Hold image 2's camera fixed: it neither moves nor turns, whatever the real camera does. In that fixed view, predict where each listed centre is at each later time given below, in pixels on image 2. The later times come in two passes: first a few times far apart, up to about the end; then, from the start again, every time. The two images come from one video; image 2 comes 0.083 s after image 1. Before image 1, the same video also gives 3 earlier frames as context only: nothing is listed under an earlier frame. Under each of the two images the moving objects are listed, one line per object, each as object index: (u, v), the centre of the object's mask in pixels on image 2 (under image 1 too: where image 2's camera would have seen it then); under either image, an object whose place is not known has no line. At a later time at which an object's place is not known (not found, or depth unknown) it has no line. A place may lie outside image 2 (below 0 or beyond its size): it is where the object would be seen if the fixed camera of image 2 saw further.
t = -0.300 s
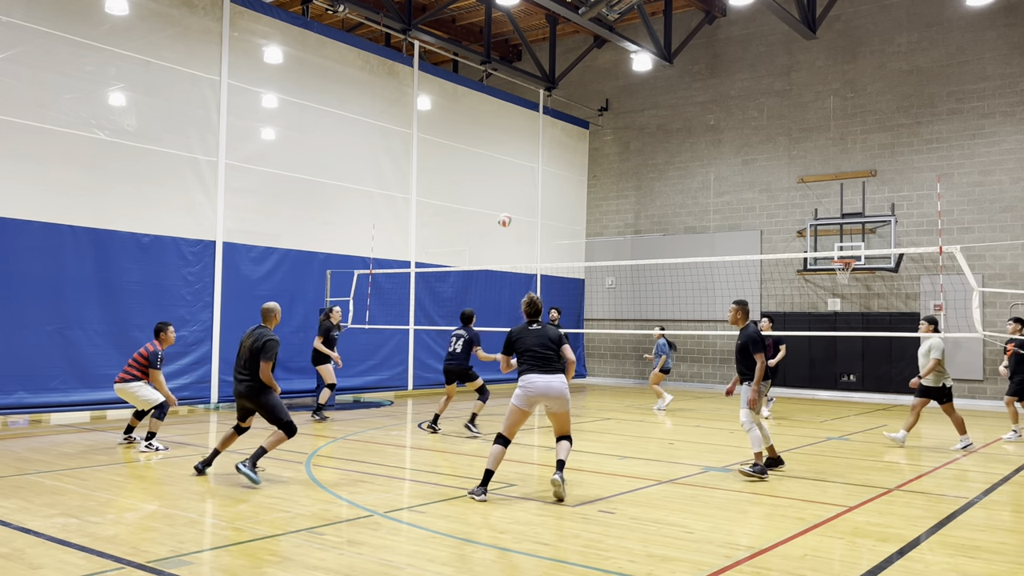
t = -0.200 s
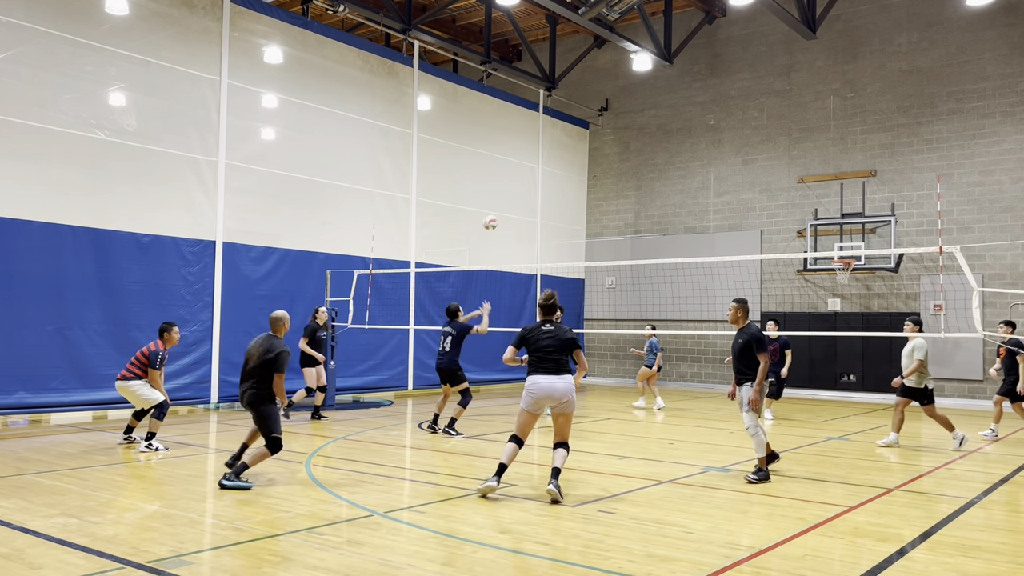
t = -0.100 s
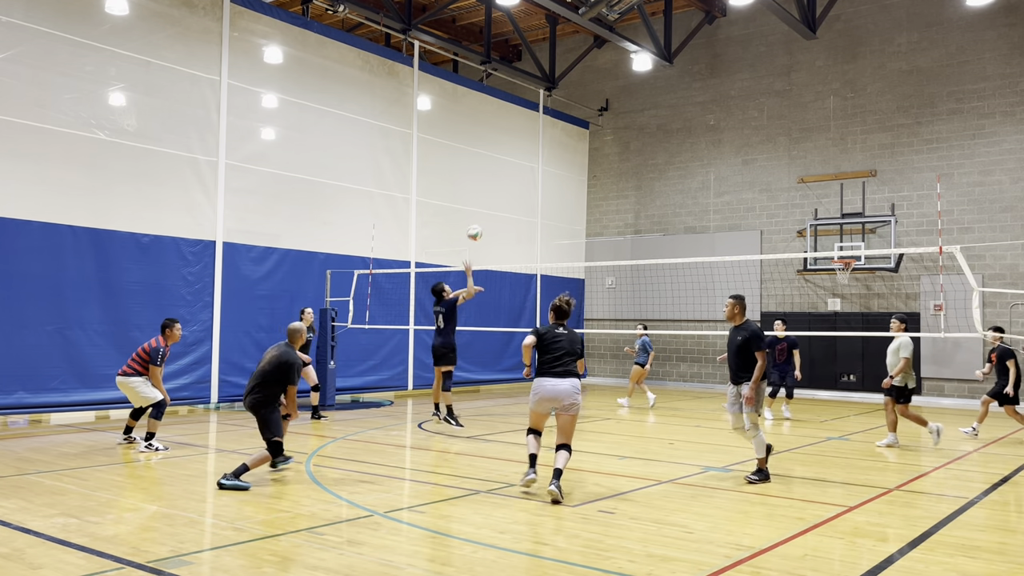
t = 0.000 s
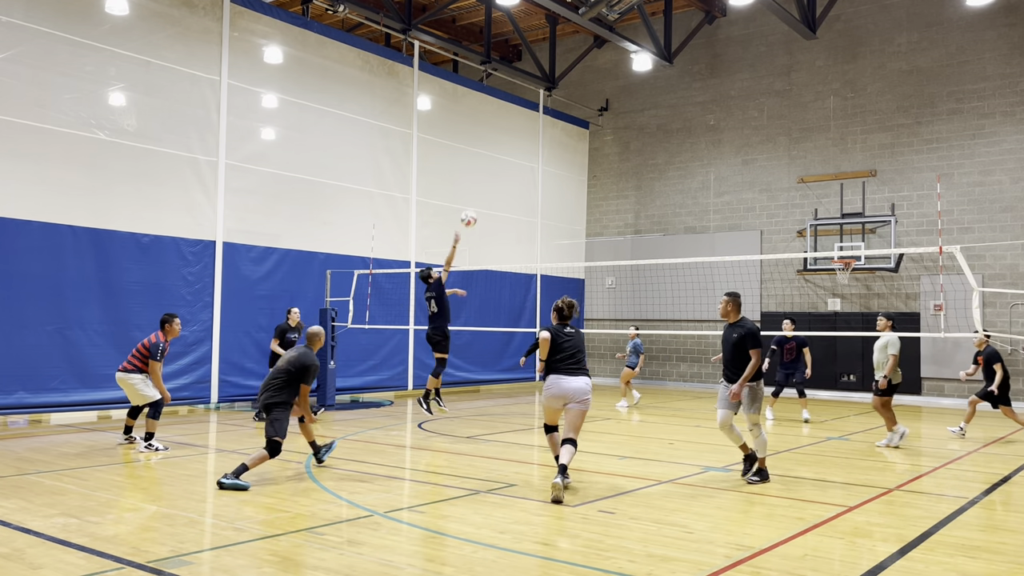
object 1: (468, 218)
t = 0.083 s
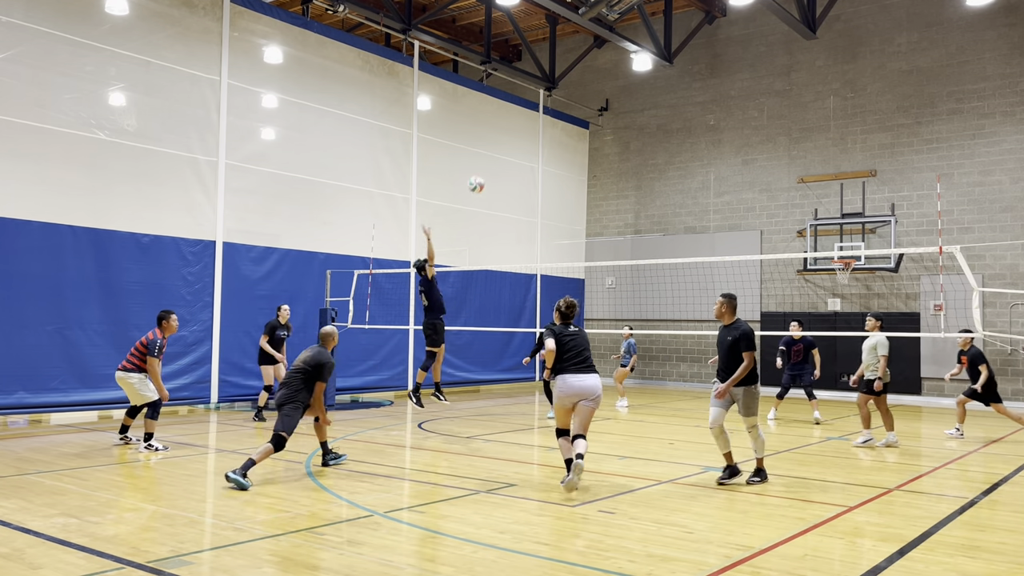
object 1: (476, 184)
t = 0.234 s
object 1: (490, 135)
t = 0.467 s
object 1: (512, 92)
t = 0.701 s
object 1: (535, 91)
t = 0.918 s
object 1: (556, 133)
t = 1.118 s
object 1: (578, 212)
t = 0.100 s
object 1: (477, 178)
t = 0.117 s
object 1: (479, 172)
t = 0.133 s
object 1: (480, 166)
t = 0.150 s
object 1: (482, 160)
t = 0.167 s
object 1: (483, 155)
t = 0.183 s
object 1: (485, 150)
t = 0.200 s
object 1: (487, 144)
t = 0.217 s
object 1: (488, 140)
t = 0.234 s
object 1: (490, 135)
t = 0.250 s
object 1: (491, 131)
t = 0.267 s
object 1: (493, 126)
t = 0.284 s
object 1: (495, 122)
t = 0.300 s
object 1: (496, 118)
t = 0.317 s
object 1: (498, 115)
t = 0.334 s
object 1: (499, 112)
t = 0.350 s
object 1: (501, 108)
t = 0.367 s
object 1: (503, 105)
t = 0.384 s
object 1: (504, 102)
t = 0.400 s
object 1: (506, 100)
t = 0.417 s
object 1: (508, 98)
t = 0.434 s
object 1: (509, 95)
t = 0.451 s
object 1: (511, 94)
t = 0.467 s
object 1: (512, 92)
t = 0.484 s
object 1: (514, 90)
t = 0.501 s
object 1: (515, 89)
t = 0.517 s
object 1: (517, 88)
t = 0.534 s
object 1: (519, 87)
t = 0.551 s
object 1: (520, 86)
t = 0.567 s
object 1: (522, 86)
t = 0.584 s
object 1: (523, 86)
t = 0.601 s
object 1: (525, 86)
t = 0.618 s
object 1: (527, 86)
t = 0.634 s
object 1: (528, 87)
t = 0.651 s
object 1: (530, 88)
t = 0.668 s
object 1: (532, 89)
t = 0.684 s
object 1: (533, 90)
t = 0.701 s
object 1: (535, 91)
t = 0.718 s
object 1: (537, 93)
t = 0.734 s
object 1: (538, 95)
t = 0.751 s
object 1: (540, 97)
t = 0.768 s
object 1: (542, 99)
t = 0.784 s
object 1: (543, 102)
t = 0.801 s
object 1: (545, 105)
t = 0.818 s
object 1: (547, 108)
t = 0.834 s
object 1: (548, 112)
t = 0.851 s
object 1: (550, 116)
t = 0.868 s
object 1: (552, 119)
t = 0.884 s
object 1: (553, 124)
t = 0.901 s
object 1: (555, 128)
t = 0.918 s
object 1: (556, 133)
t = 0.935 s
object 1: (558, 138)
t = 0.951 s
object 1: (560, 143)
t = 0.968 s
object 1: (562, 149)
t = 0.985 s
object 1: (564, 155)
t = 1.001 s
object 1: (565, 161)
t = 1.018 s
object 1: (567, 168)
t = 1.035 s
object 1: (569, 174)
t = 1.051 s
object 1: (571, 181)
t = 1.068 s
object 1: (572, 189)
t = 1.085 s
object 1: (574, 196)
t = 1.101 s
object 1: (576, 204)
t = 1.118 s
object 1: (578, 212)
